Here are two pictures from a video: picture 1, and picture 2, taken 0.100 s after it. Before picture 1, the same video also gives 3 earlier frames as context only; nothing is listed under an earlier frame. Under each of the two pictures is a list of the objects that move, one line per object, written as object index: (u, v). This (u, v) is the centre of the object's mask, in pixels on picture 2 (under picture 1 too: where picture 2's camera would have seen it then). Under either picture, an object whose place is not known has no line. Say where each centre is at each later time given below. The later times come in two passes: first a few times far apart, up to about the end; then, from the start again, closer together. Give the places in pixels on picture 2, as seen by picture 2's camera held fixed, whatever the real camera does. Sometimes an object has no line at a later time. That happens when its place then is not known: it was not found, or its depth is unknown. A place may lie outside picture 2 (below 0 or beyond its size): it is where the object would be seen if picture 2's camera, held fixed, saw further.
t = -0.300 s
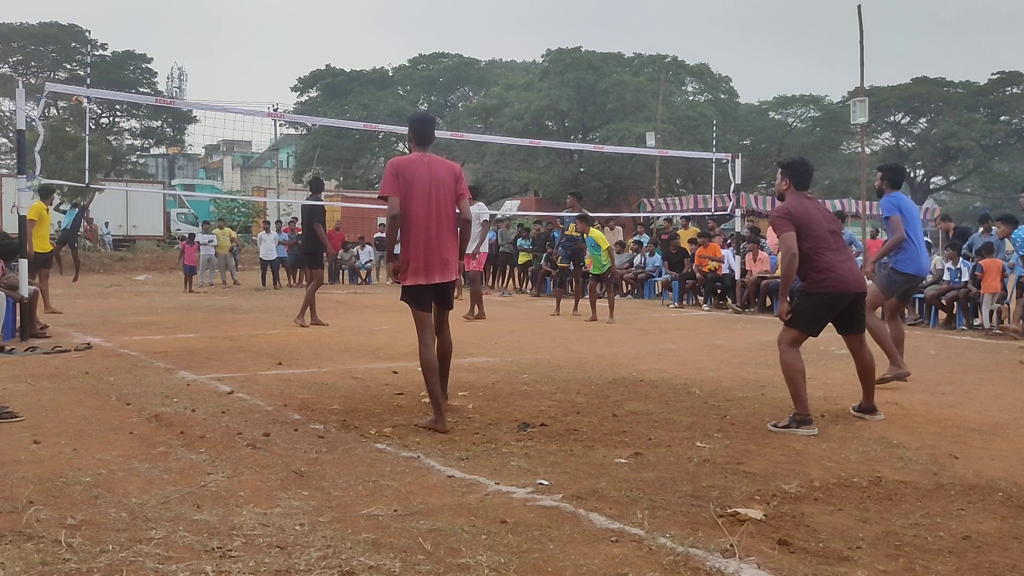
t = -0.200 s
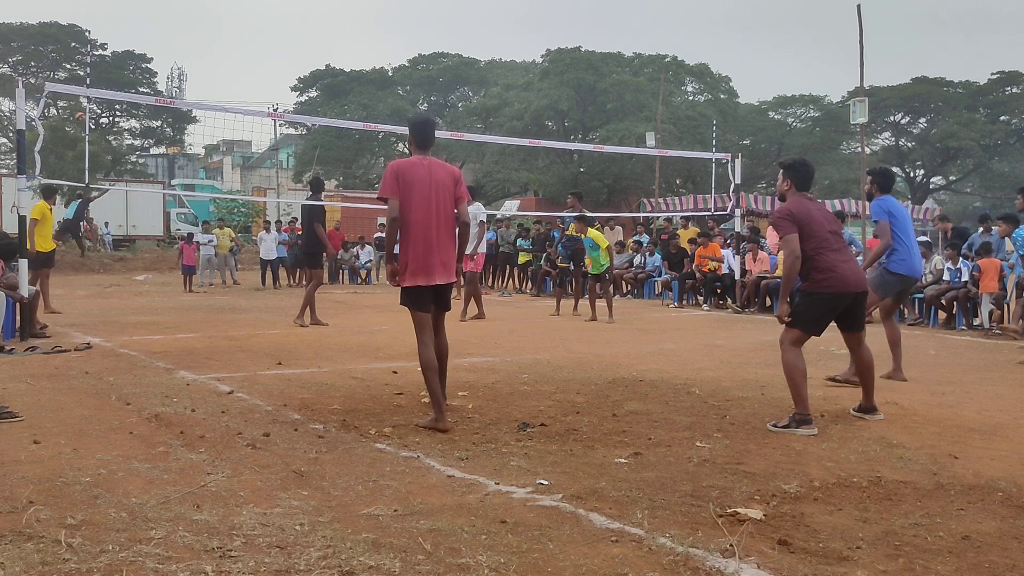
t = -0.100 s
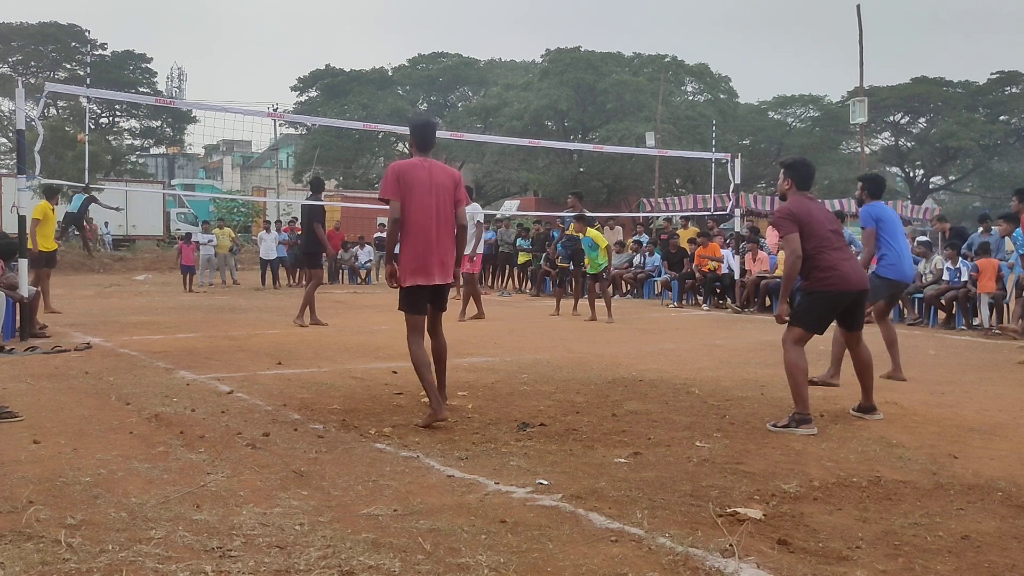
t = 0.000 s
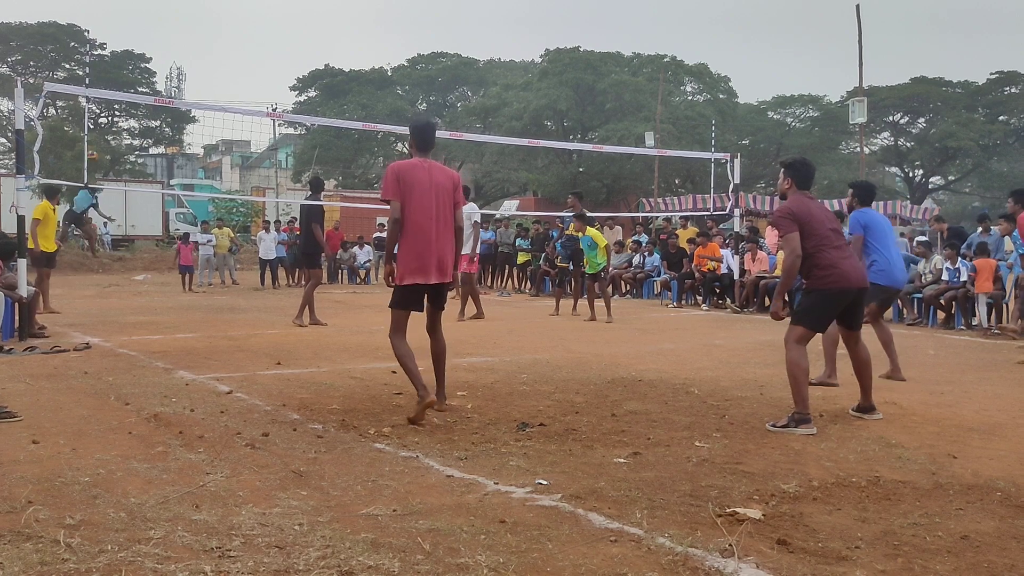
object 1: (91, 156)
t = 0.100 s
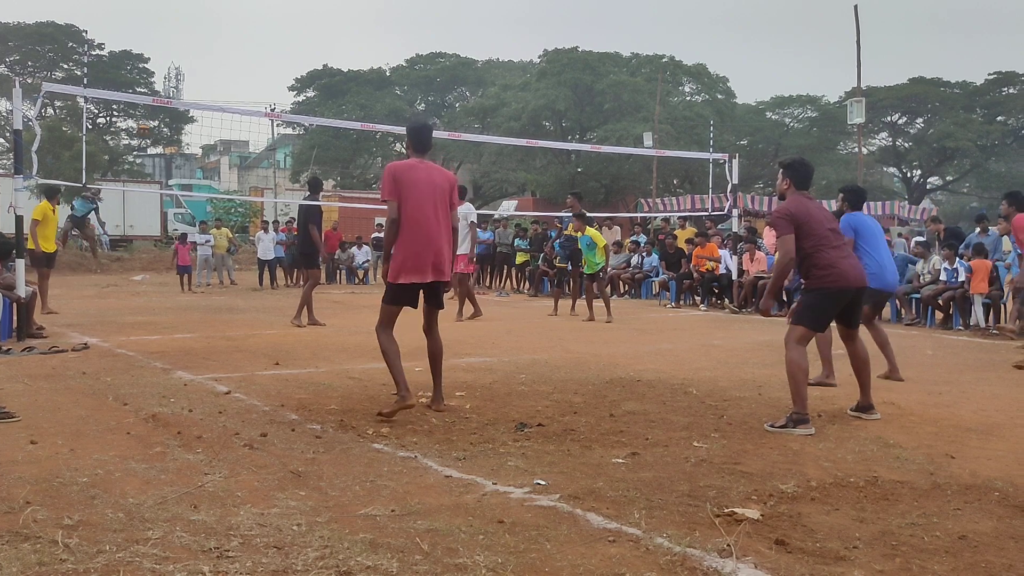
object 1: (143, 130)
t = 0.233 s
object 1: (228, 102)
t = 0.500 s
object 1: (445, 90)
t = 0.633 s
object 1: (583, 112)
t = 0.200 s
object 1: (207, 103)
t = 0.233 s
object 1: (228, 102)
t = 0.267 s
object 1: (252, 96)
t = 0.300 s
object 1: (276, 93)
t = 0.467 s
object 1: (413, 88)
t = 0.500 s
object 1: (445, 90)
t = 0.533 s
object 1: (477, 92)
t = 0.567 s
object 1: (511, 97)
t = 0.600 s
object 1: (546, 104)
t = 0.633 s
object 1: (583, 112)
